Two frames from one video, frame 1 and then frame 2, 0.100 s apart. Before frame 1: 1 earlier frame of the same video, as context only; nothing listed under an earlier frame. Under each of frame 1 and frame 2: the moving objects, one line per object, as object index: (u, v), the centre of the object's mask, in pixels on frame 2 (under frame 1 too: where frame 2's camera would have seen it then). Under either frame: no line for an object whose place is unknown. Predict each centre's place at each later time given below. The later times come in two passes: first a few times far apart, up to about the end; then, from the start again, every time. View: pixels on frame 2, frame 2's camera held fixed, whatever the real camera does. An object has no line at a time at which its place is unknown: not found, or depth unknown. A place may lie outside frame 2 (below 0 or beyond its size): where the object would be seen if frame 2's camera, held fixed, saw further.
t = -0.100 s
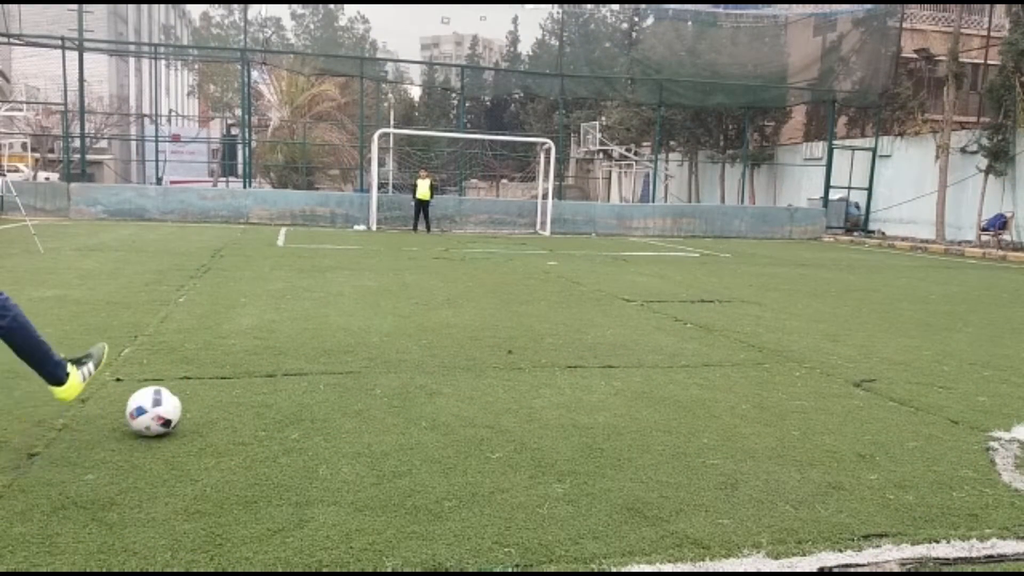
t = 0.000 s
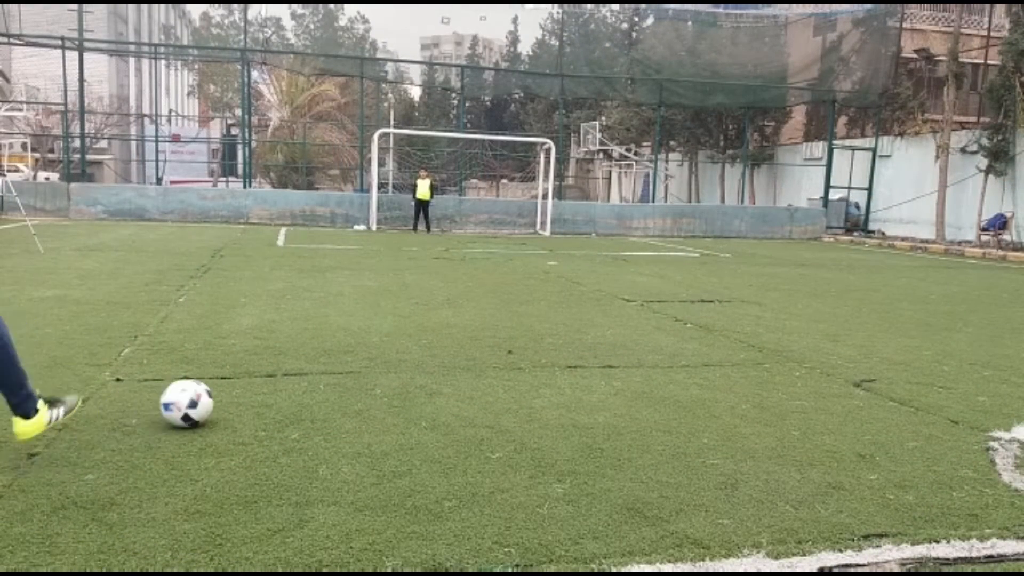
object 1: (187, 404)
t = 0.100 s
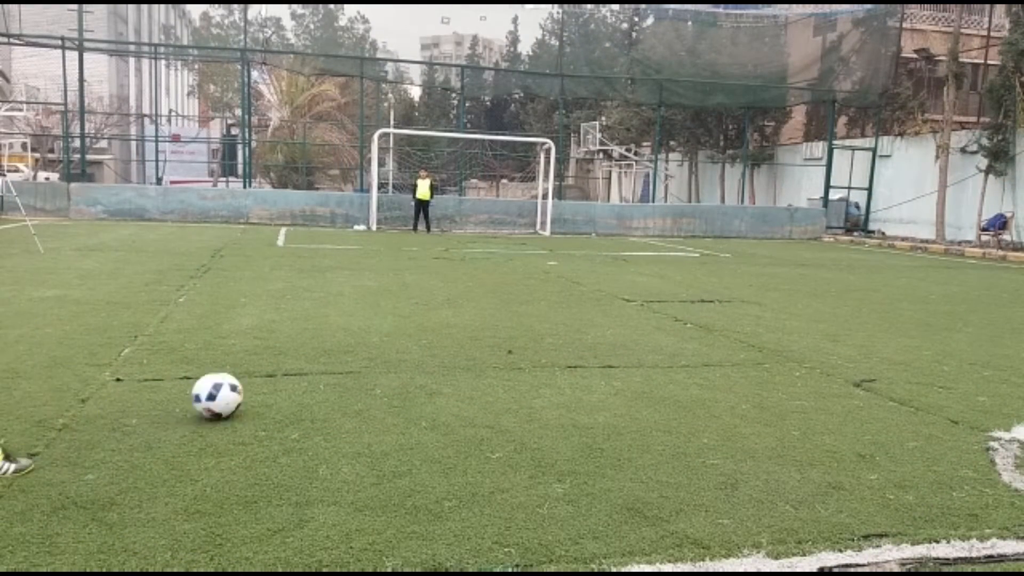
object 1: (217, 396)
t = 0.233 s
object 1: (253, 387)
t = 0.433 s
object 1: (300, 375)
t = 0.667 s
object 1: (347, 364)
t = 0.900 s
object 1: (388, 356)
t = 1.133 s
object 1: (423, 349)
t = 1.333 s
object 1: (449, 343)
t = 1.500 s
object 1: (468, 340)
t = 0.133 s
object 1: (227, 392)
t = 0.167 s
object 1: (236, 391)
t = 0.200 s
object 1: (244, 388)
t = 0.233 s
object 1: (253, 387)
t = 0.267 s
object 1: (262, 384)
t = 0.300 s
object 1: (270, 382)
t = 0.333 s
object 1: (278, 380)
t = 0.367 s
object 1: (286, 377)
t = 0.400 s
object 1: (293, 376)
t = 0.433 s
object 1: (300, 375)
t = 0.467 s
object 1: (308, 373)
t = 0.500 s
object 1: (315, 371)
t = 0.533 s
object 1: (322, 369)
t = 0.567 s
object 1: (328, 368)
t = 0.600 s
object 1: (335, 366)
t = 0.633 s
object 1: (341, 365)
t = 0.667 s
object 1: (347, 364)
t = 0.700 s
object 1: (353, 362)
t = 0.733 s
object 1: (360, 361)
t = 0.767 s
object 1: (366, 360)
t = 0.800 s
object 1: (371, 359)
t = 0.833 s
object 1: (378, 357)
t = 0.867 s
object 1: (383, 356)
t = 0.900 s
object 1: (388, 356)
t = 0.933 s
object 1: (393, 355)
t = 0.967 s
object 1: (399, 353)
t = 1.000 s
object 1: (404, 352)
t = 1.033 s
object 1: (409, 351)
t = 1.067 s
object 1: (413, 351)
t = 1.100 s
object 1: (418, 349)
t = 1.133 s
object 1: (423, 349)
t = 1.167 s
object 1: (427, 347)
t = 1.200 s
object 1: (431, 347)
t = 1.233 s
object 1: (436, 345)
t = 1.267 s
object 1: (441, 345)
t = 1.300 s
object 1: (445, 344)
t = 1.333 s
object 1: (449, 343)
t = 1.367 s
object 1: (453, 342)
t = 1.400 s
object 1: (457, 342)
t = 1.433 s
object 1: (460, 341)
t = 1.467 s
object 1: (464, 340)
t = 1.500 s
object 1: (468, 340)
